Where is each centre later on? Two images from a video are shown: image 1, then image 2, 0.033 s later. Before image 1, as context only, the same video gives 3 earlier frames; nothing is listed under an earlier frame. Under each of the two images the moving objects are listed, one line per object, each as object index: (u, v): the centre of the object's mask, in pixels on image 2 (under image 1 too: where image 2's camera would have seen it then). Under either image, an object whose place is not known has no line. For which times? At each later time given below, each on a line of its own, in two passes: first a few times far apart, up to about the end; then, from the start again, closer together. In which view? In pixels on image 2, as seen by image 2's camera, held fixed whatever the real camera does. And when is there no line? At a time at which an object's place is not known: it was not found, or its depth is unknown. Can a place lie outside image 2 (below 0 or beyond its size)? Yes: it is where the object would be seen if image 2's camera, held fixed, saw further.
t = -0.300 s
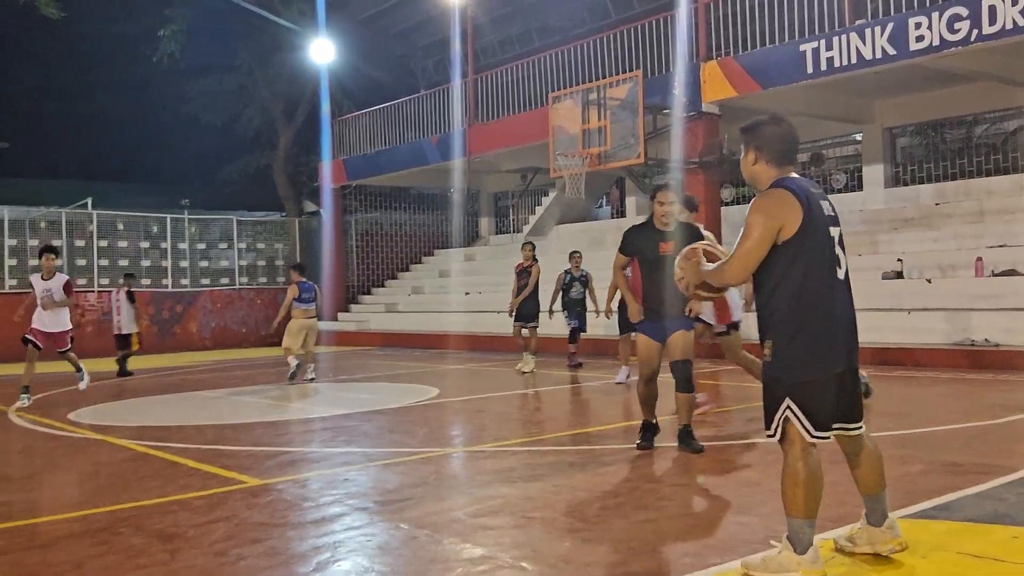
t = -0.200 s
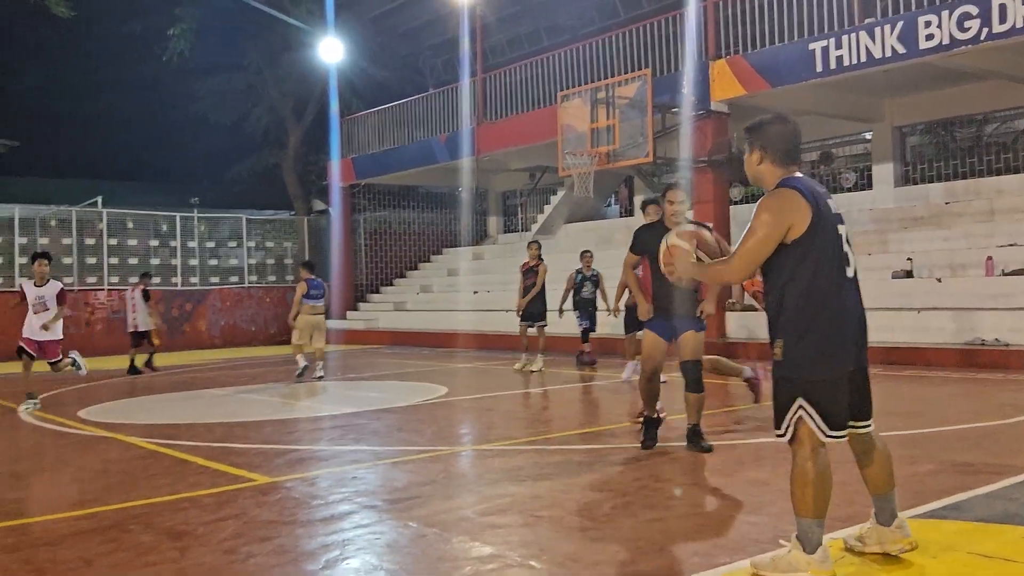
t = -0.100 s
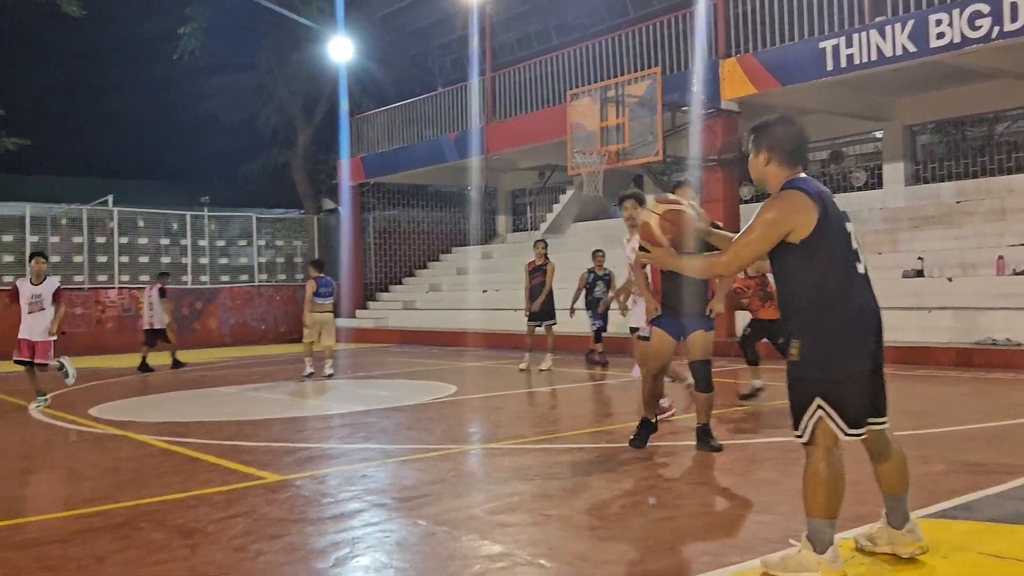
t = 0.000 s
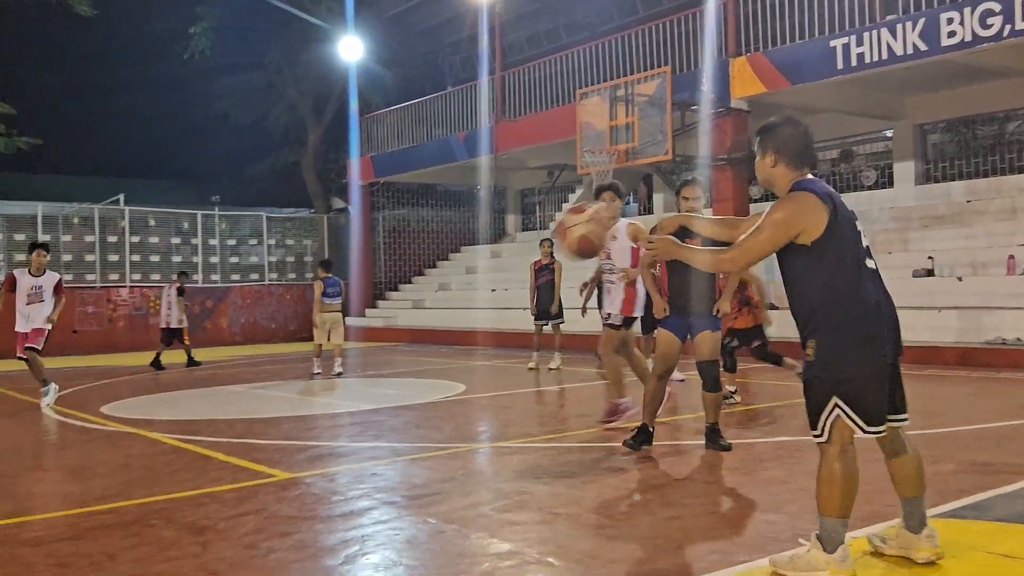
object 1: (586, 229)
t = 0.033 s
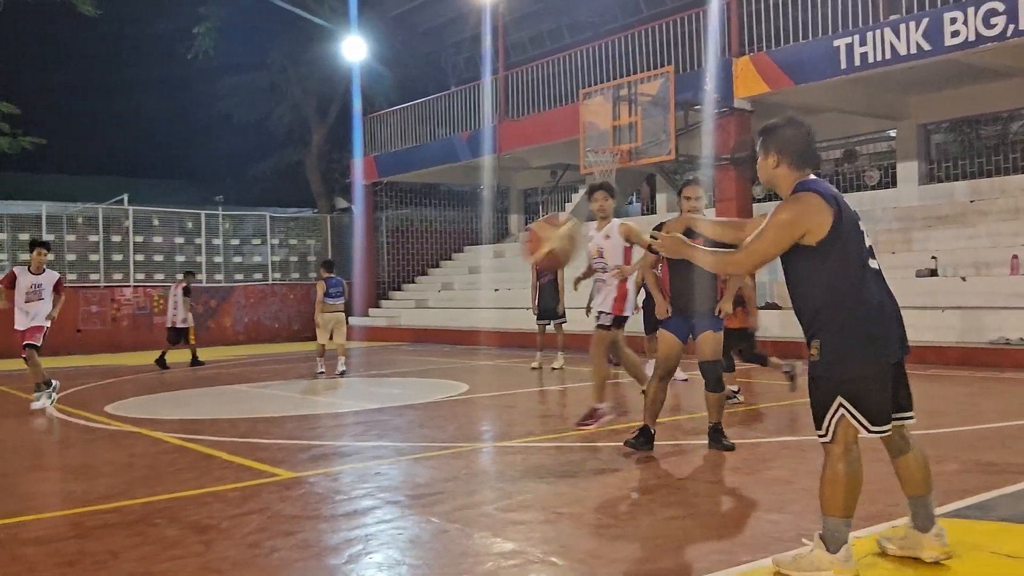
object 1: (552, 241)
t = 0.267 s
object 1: (347, 371)
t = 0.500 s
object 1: (227, 402)
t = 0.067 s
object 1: (517, 256)
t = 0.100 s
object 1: (485, 272)
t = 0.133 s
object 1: (455, 288)
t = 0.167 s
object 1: (426, 307)
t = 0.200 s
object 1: (398, 328)
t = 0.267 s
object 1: (347, 371)
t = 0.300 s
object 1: (322, 396)
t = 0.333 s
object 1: (298, 421)
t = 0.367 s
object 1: (278, 446)
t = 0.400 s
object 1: (258, 467)
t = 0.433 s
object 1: (248, 441)
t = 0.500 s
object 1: (227, 402)
